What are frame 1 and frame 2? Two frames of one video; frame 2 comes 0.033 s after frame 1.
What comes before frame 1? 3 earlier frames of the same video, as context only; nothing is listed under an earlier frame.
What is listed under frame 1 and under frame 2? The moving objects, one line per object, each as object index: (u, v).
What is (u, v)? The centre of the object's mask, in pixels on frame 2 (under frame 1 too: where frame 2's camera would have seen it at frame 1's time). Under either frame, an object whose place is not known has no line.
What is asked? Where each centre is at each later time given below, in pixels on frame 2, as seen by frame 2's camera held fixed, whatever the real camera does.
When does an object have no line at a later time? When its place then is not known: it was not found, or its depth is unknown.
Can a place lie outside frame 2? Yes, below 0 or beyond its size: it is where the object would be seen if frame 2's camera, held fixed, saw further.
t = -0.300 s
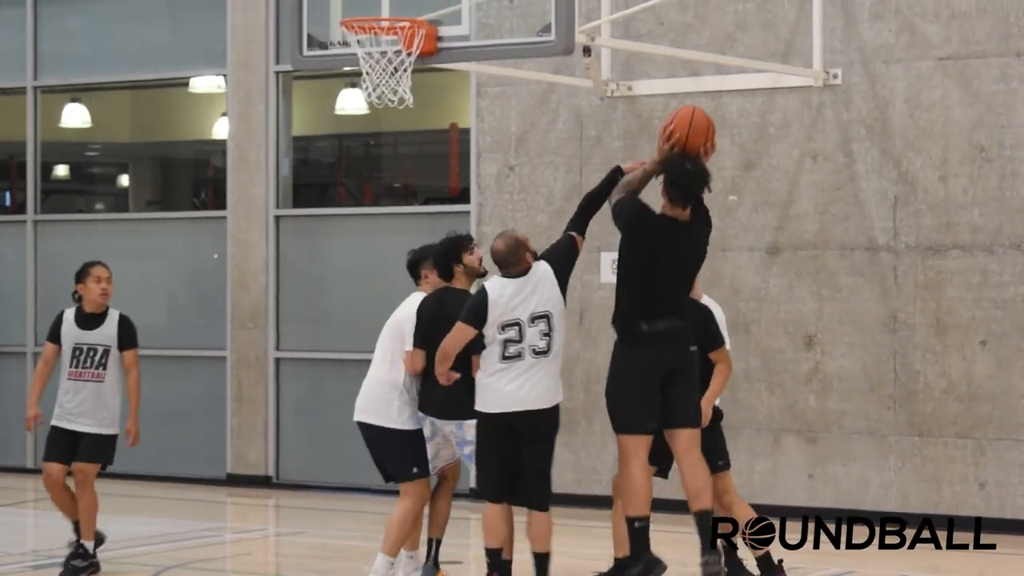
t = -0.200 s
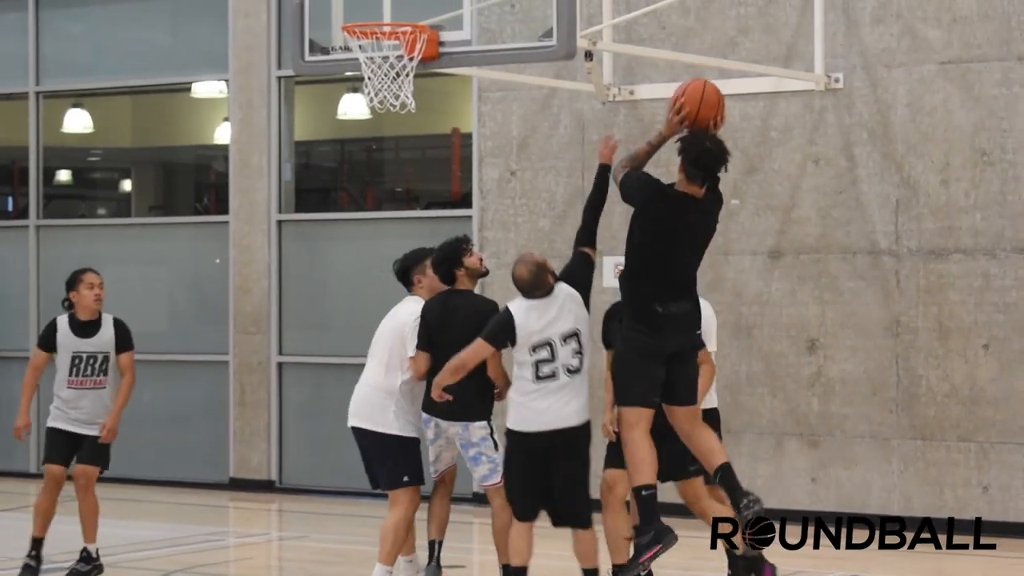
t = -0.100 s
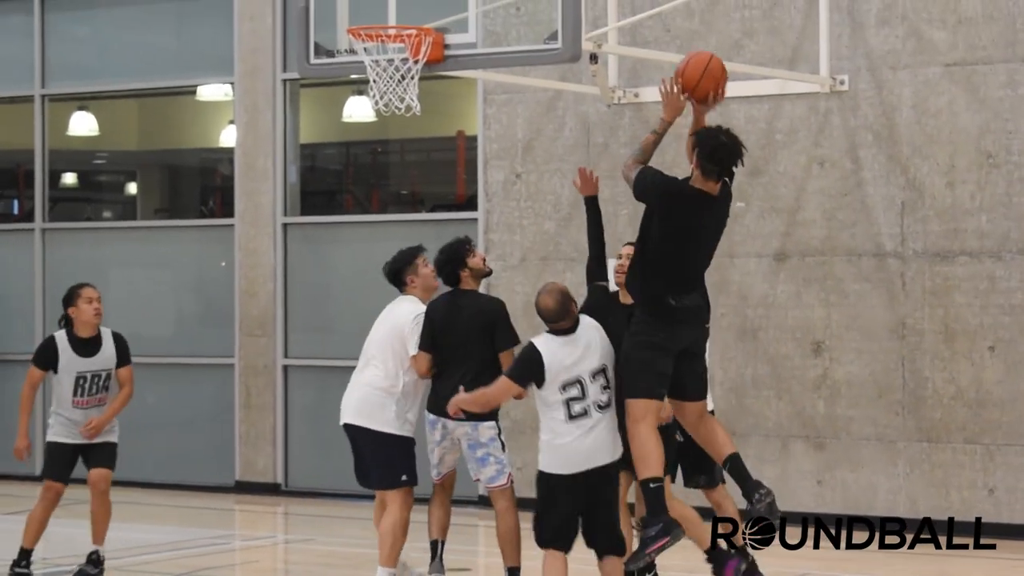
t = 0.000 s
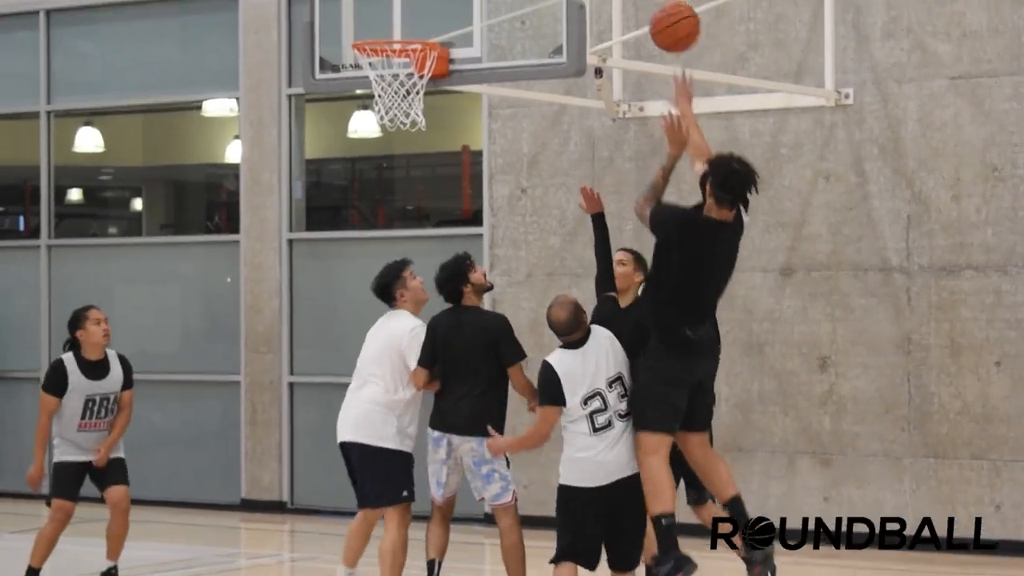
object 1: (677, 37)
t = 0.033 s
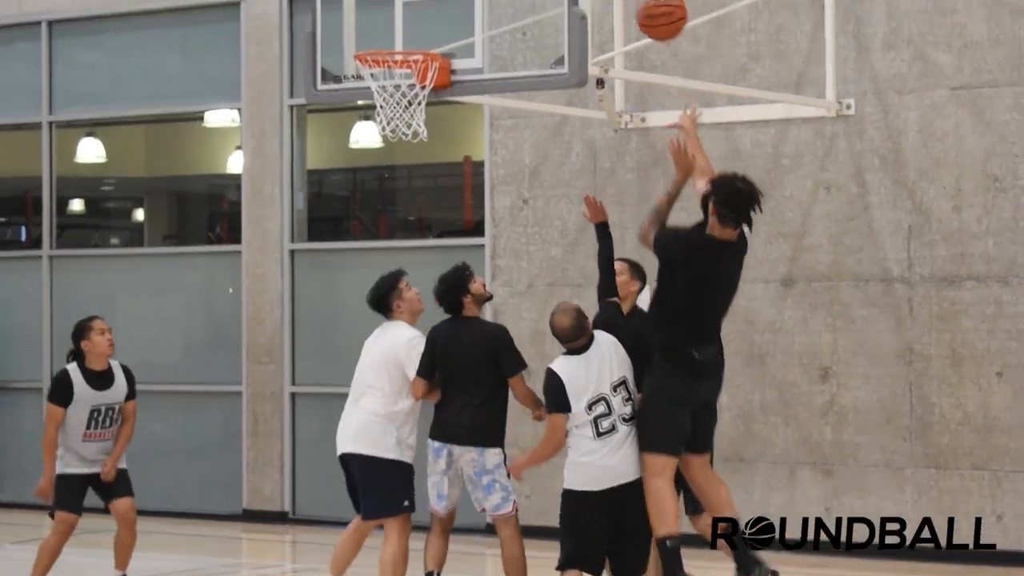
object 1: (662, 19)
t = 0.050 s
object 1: (654, 10)
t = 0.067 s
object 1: (647, 3)
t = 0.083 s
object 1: (640, -4)
